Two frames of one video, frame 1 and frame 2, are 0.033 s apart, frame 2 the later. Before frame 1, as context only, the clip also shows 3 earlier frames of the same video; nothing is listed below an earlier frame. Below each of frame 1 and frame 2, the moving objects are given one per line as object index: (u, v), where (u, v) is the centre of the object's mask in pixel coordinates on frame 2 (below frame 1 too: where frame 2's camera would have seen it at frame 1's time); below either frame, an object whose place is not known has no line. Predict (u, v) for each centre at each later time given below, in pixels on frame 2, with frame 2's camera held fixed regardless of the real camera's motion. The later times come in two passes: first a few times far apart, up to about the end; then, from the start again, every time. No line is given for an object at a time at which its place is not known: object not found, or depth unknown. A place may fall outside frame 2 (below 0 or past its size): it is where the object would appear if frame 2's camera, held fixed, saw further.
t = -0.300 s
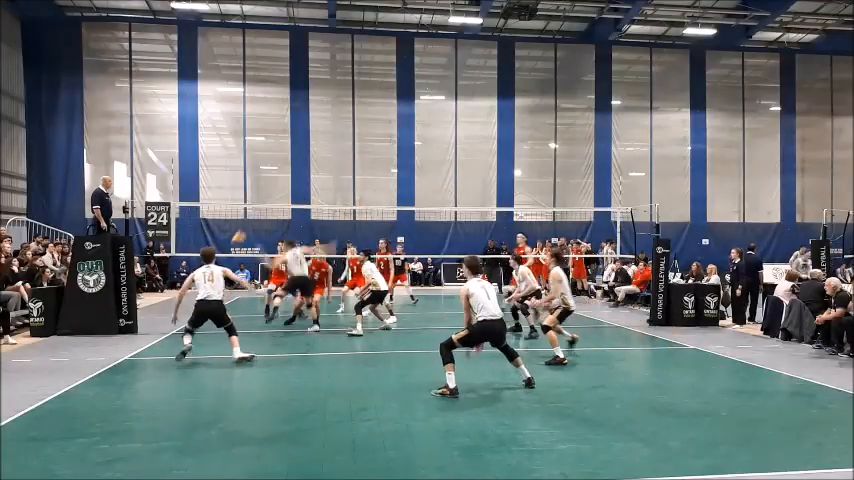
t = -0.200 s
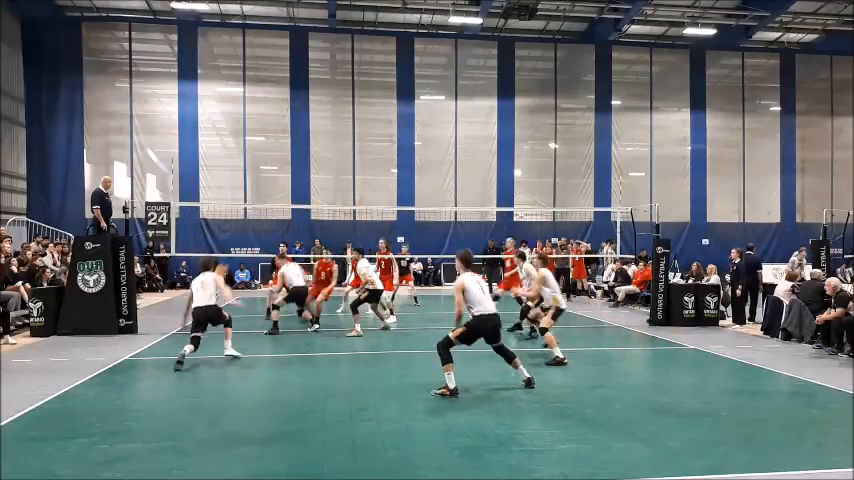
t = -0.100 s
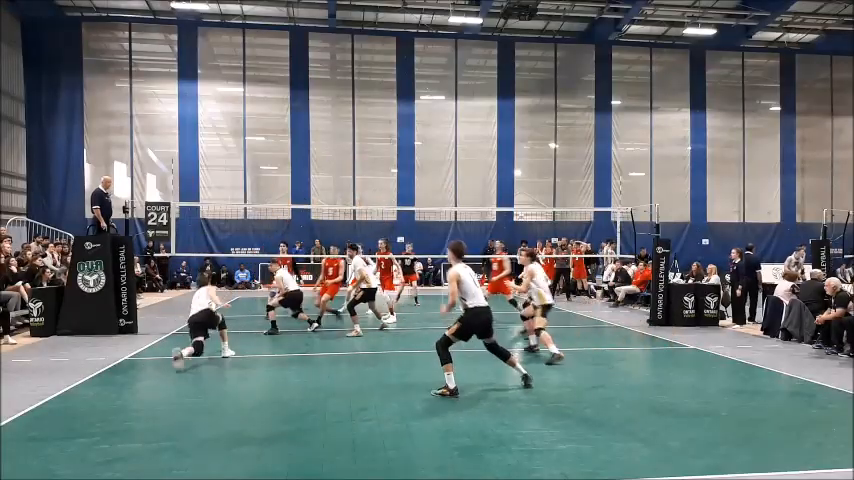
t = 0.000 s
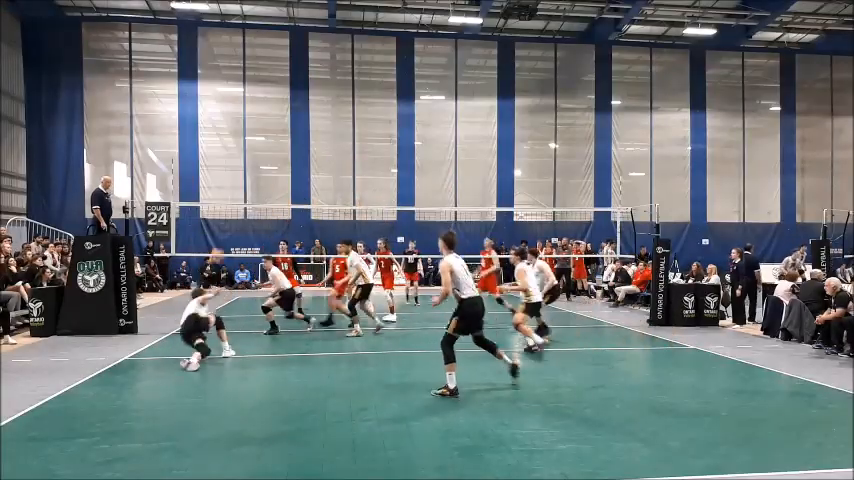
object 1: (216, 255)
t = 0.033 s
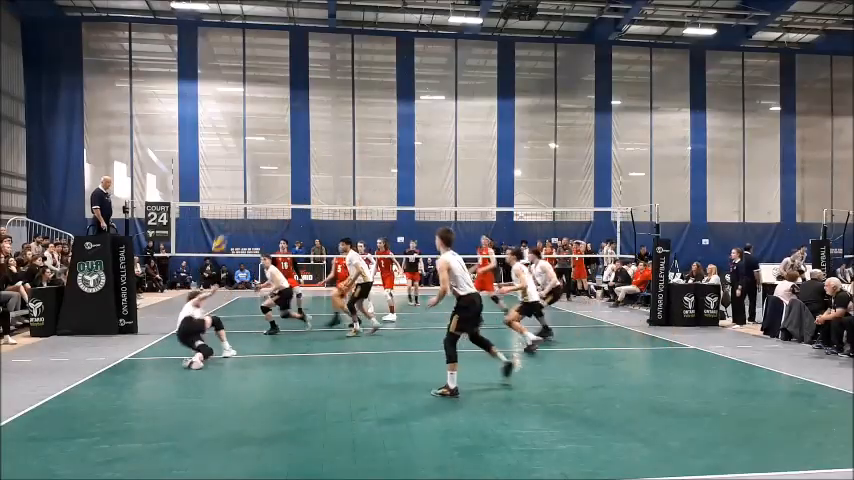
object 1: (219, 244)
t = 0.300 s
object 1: (244, 169)
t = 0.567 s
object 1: (267, 137)
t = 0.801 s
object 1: (285, 142)
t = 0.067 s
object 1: (222, 232)
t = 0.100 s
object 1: (224, 222)
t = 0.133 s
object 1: (229, 212)
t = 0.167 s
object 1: (232, 203)
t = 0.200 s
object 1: (235, 192)
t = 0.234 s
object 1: (238, 185)
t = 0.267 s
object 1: (241, 176)
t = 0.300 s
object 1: (244, 169)
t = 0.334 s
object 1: (247, 163)
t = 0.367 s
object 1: (250, 157)
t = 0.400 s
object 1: (253, 153)
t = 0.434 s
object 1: (255, 149)
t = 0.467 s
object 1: (258, 145)
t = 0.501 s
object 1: (261, 141)
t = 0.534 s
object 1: (264, 138)
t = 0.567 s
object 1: (267, 137)
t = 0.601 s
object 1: (269, 136)
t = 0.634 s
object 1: (272, 136)
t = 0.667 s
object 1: (276, 135)
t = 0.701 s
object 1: (278, 136)
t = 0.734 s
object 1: (280, 138)
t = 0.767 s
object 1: (283, 141)
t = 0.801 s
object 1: (285, 142)
